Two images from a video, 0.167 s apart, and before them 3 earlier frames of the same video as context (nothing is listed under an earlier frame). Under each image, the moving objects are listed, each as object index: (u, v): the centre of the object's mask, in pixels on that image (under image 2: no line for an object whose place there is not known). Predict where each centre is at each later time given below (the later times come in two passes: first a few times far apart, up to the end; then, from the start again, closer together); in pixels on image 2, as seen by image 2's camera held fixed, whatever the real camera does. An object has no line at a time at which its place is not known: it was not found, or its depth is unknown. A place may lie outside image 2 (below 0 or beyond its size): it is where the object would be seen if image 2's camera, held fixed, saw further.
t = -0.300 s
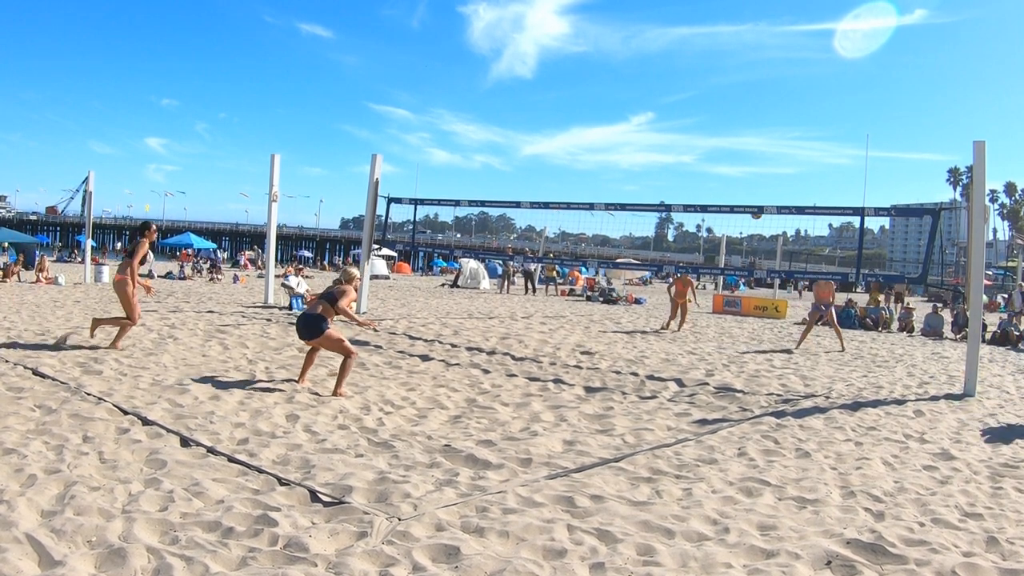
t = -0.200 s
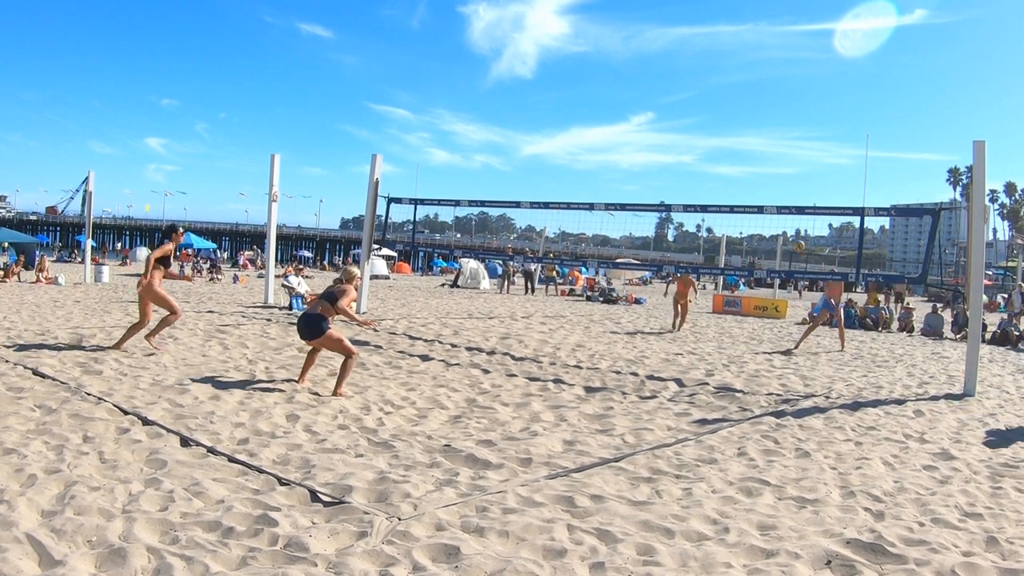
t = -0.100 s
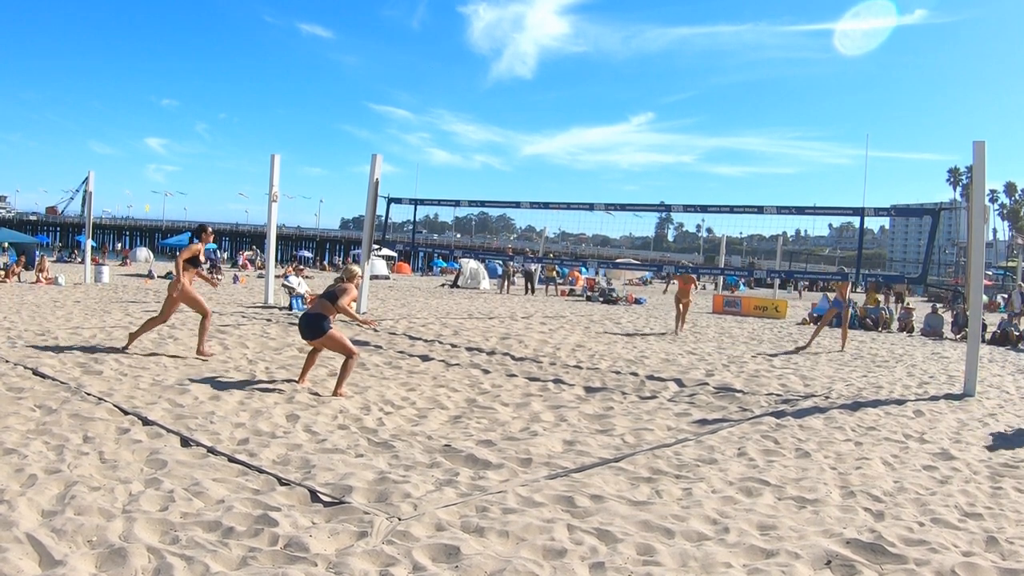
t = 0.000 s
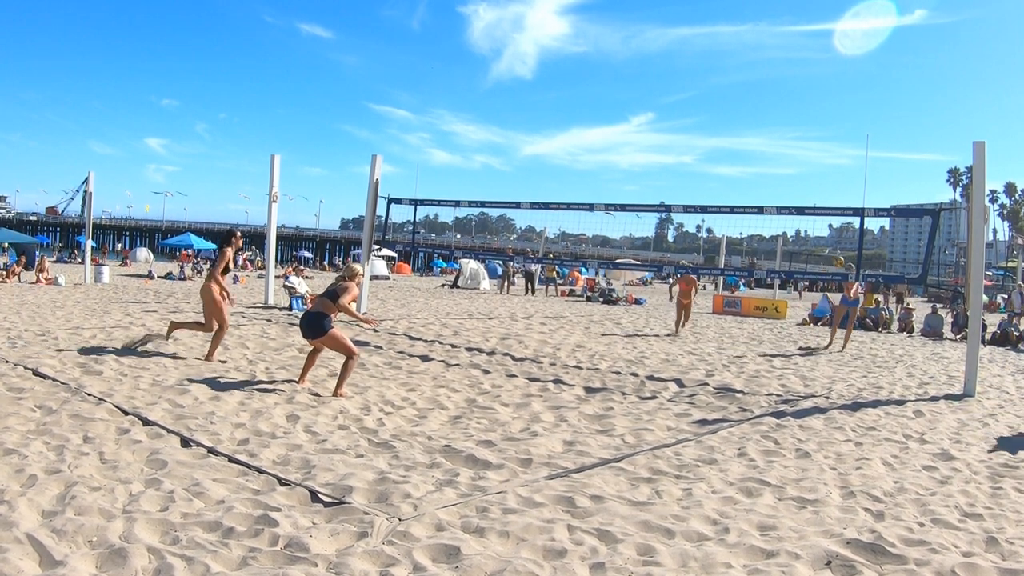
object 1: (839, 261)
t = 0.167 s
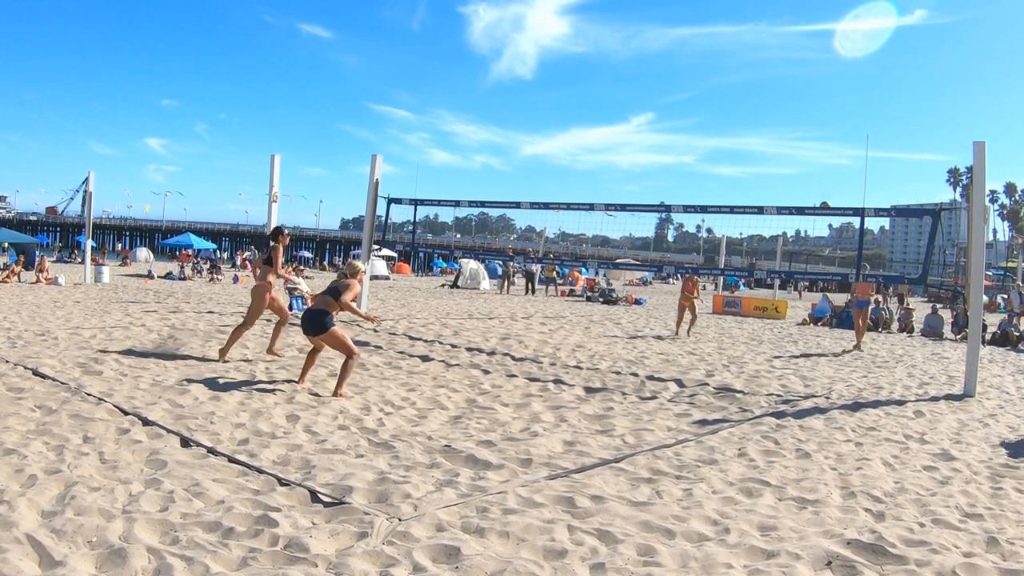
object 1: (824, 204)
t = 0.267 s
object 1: (815, 180)
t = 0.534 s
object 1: (793, 136)
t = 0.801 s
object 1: (772, 130)
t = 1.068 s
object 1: (752, 162)
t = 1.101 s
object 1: (750, 168)
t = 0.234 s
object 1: (819, 188)
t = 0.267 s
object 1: (815, 180)
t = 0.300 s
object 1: (813, 173)
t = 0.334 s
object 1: (810, 166)
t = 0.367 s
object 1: (807, 159)
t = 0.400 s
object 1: (804, 154)
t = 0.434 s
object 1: (801, 148)
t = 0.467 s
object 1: (798, 144)
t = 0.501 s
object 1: (795, 140)
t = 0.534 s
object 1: (793, 136)
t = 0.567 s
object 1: (790, 133)
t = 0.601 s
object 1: (787, 131)
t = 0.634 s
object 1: (784, 130)
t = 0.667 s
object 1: (782, 129)
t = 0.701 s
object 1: (779, 128)
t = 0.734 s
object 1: (777, 128)
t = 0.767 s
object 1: (774, 129)
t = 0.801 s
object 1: (772, 130)
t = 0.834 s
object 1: (769, 132)
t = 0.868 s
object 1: (767, 135)
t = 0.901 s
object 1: (764, 137)
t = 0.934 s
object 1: (762, 141)
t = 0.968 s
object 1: (759, 145)
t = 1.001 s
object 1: (757, 150)
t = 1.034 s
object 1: (755, 156)
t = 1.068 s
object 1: (752, 162)
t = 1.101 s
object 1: (750, 168)
